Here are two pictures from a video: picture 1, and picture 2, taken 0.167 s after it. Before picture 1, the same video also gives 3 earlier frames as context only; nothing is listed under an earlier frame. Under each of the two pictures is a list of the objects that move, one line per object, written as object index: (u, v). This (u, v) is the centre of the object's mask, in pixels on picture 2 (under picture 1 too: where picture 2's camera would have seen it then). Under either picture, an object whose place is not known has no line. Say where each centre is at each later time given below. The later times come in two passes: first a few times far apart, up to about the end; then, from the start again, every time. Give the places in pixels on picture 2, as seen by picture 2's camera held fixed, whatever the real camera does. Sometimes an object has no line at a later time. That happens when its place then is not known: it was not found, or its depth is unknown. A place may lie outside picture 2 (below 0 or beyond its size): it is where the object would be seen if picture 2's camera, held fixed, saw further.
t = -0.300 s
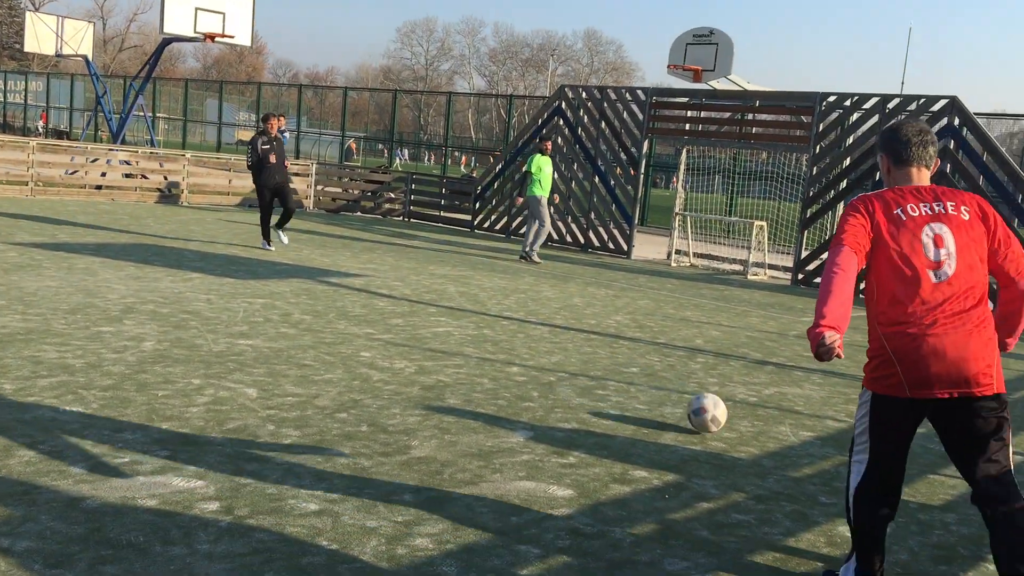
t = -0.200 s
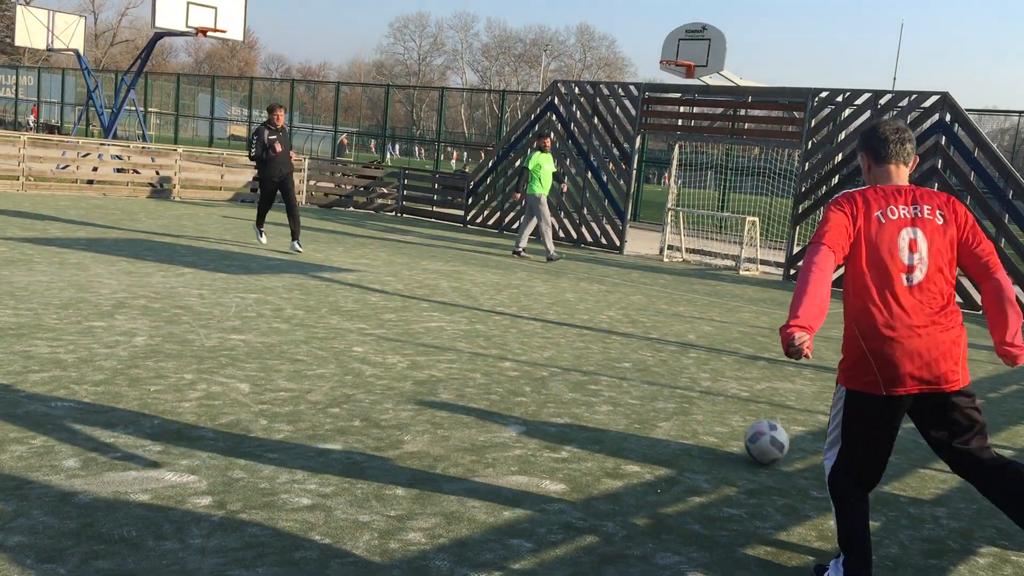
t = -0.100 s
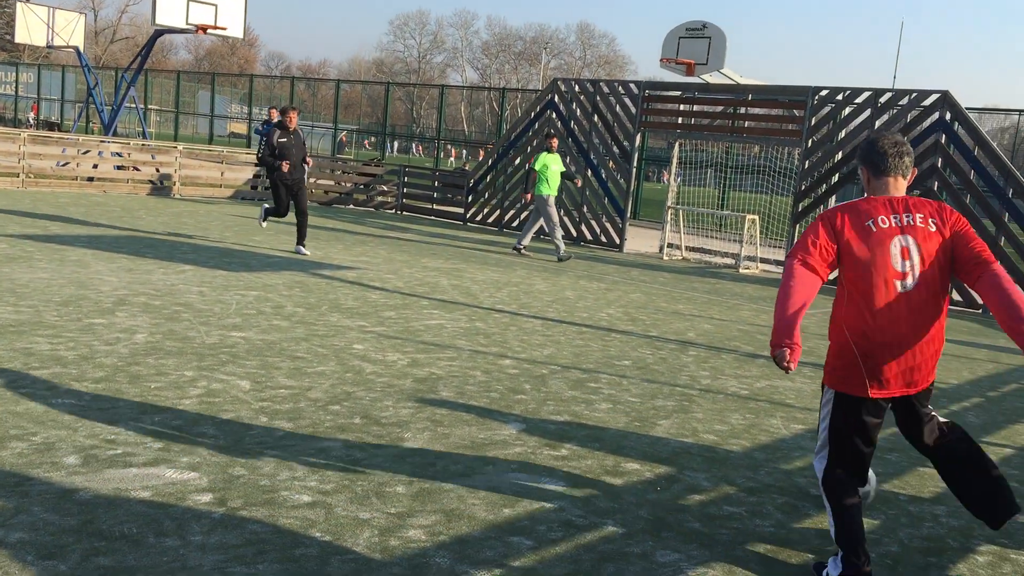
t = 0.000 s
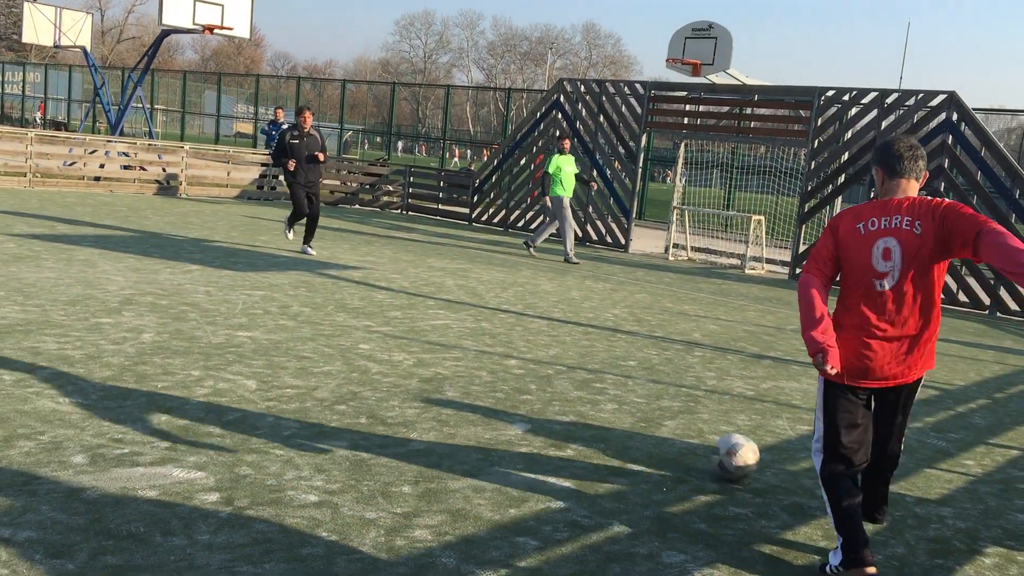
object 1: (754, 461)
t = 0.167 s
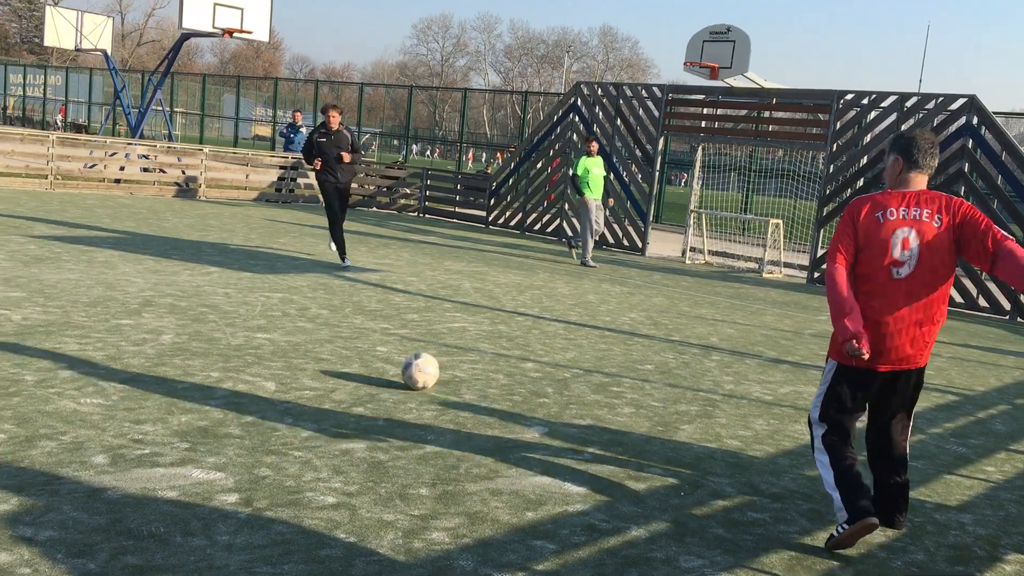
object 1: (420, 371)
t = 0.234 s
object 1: (326, 346)
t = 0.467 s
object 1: (86, 288)
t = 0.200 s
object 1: (371, 359)
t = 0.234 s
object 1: (326, 346)
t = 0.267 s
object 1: (285, 335)
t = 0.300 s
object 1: (245, 326)
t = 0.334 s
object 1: (209, 319)
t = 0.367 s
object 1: (176, 309)
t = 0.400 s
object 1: (144, 300)
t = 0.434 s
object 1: (114, 295)
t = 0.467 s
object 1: (86, 288)
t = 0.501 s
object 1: (59, 280)
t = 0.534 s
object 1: (34, 274)
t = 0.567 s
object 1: (11, 269)
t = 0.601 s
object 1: (-13, 265)
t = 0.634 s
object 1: (-35, 260)
